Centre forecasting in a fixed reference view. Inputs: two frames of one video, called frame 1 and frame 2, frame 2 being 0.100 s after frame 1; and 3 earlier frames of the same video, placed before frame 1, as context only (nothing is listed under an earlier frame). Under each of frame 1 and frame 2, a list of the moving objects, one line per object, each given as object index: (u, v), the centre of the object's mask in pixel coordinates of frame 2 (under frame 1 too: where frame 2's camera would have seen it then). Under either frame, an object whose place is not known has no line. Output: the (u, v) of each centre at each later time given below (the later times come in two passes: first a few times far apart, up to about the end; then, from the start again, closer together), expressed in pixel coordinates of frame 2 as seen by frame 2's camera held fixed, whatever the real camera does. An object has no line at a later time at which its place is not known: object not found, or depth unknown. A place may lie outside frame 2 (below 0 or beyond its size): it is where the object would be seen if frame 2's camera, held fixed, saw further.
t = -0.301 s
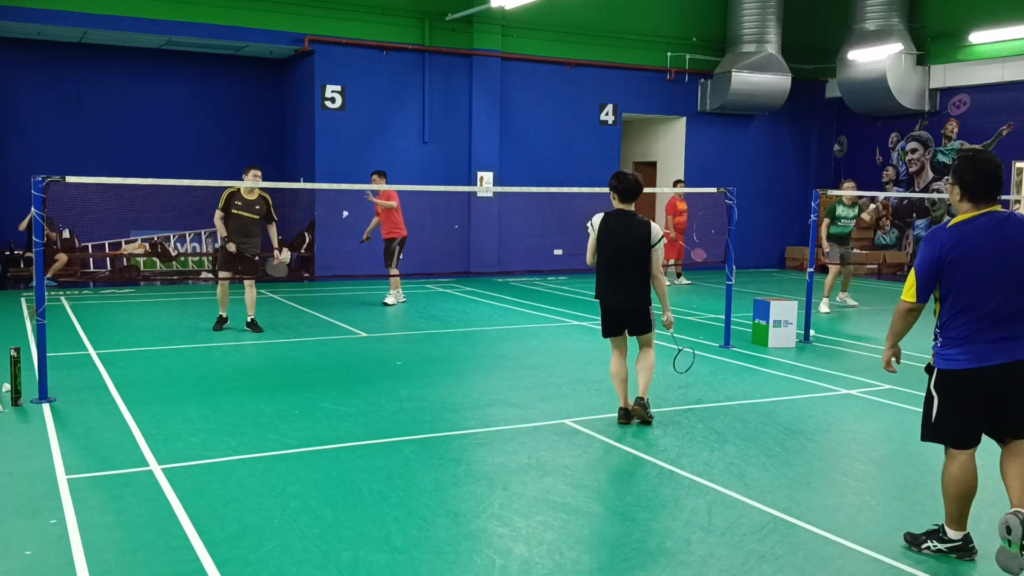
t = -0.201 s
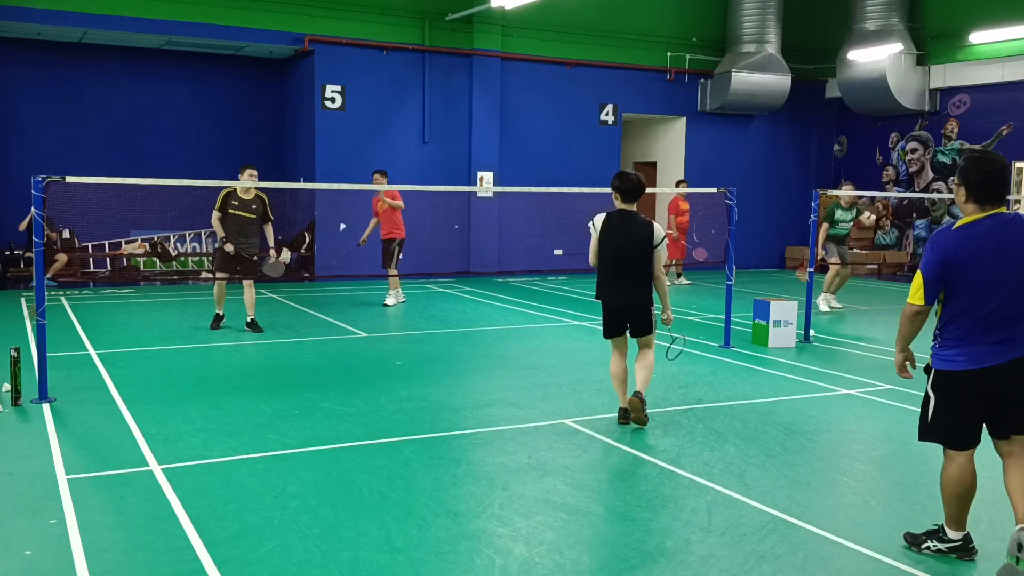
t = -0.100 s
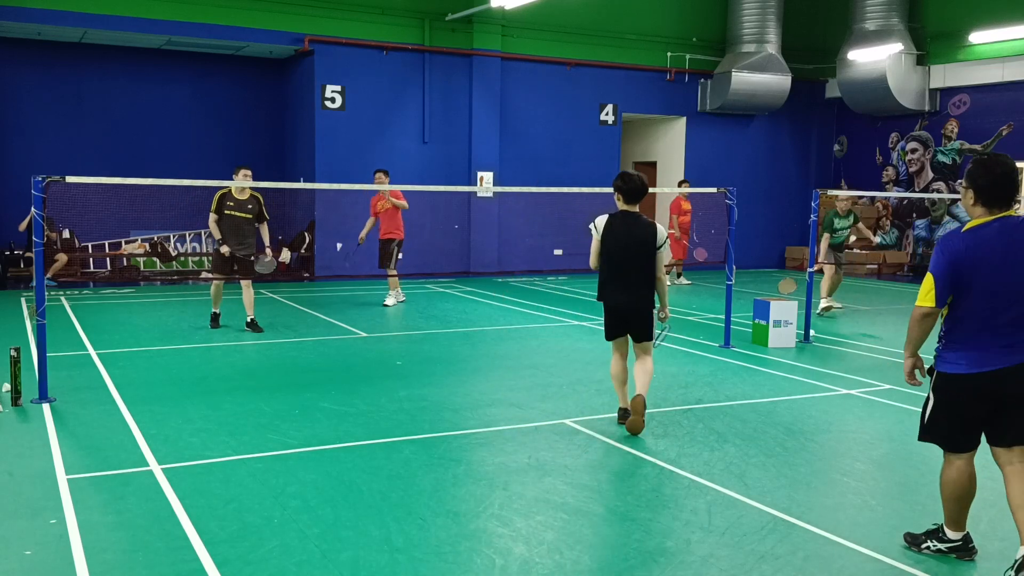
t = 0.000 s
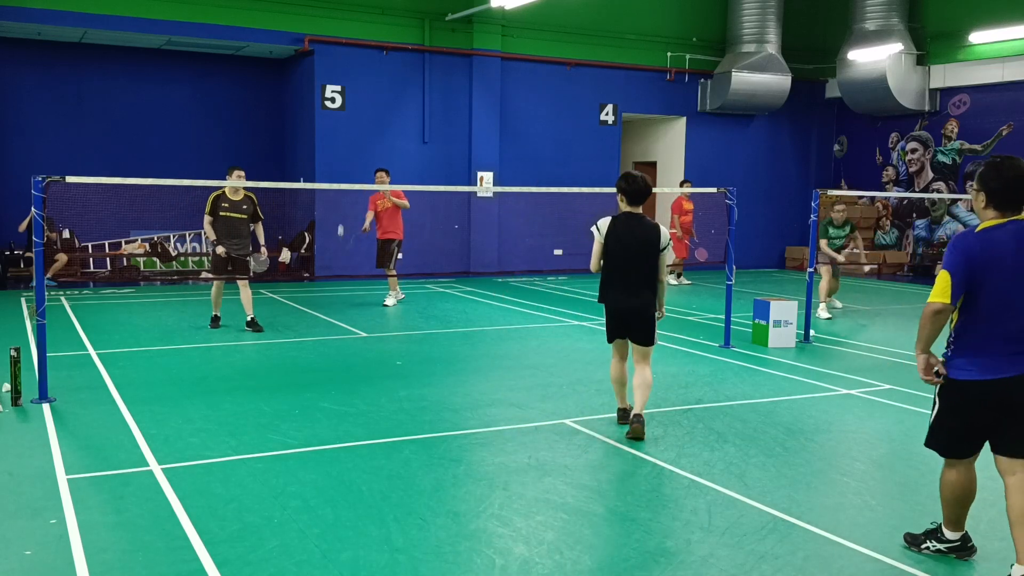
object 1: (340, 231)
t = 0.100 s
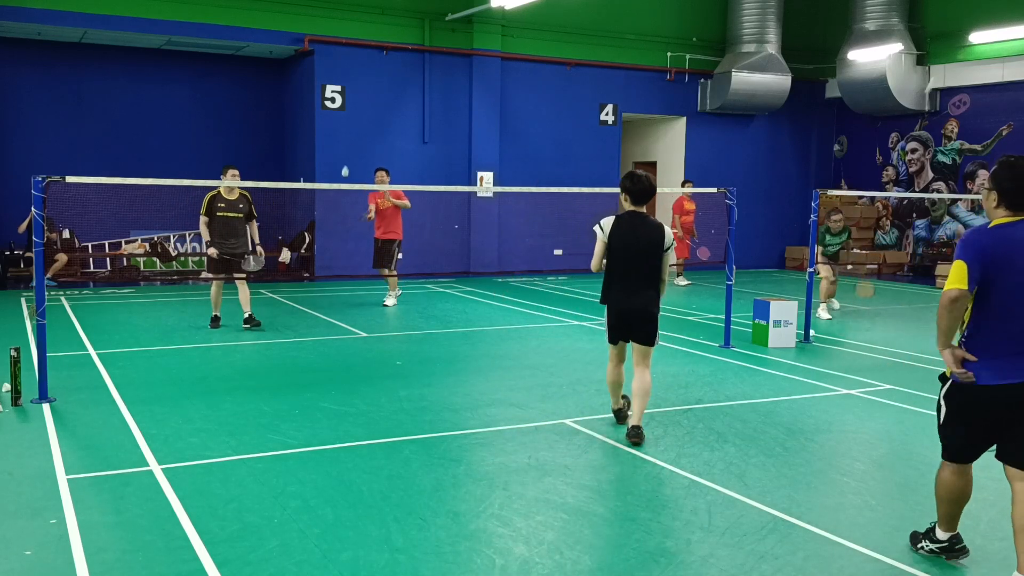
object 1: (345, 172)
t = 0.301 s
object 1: (353, 89)
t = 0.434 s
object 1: (357, 61)
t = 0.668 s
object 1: (360, 67)
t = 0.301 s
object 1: (353, 89)
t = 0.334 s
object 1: (355, 80)
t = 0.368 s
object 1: (355, 73)
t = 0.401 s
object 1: (356, 66)
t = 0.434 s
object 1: (357, 61)
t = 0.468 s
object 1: (358, 57)
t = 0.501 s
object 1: (359, 54)
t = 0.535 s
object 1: (359, 54)
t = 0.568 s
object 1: (359, 55)
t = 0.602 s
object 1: (360, 57)
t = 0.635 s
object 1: (360, 61)
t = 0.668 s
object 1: (360, 67)
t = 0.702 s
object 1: (360, 75)
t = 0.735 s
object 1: (360, 85)
